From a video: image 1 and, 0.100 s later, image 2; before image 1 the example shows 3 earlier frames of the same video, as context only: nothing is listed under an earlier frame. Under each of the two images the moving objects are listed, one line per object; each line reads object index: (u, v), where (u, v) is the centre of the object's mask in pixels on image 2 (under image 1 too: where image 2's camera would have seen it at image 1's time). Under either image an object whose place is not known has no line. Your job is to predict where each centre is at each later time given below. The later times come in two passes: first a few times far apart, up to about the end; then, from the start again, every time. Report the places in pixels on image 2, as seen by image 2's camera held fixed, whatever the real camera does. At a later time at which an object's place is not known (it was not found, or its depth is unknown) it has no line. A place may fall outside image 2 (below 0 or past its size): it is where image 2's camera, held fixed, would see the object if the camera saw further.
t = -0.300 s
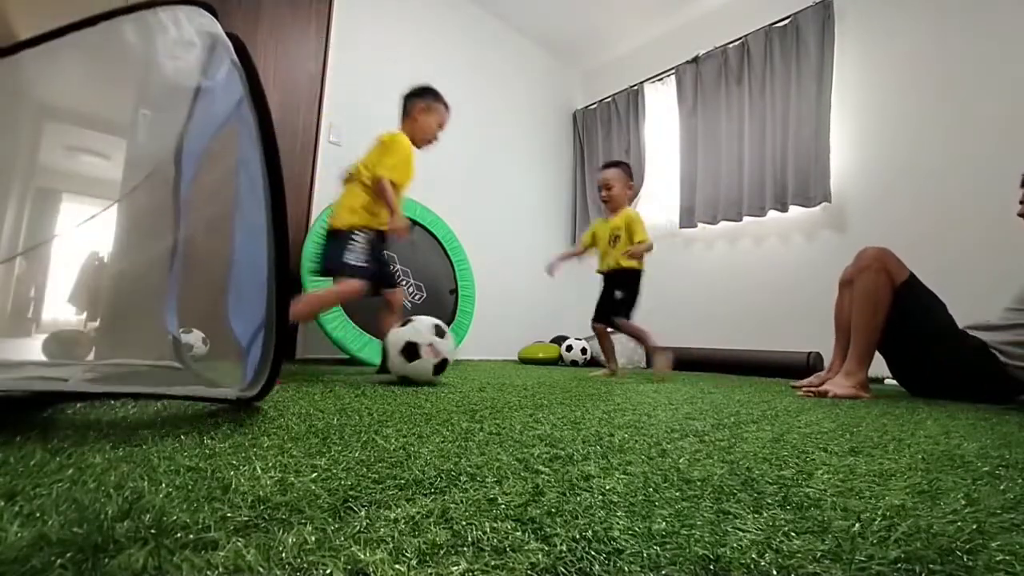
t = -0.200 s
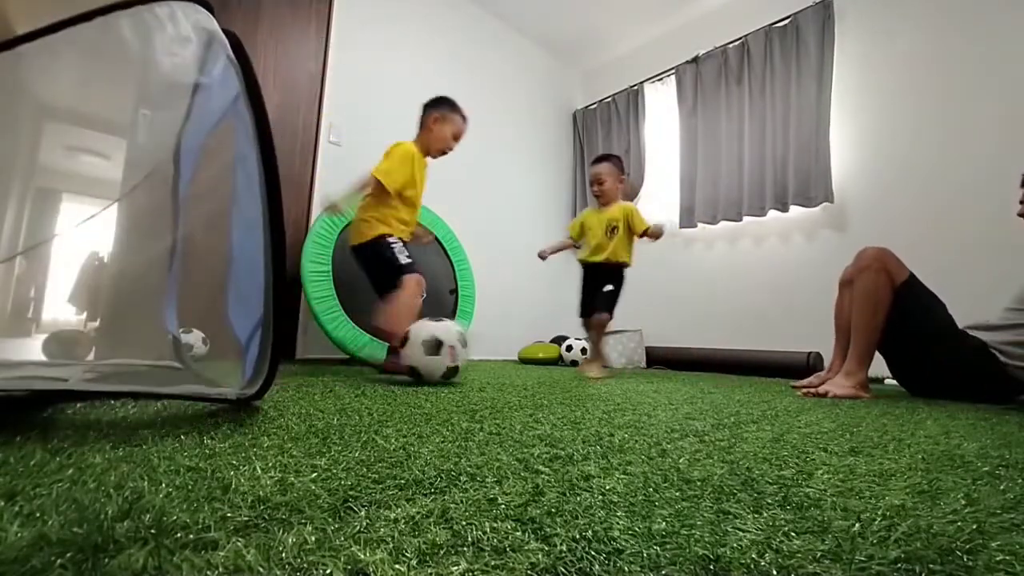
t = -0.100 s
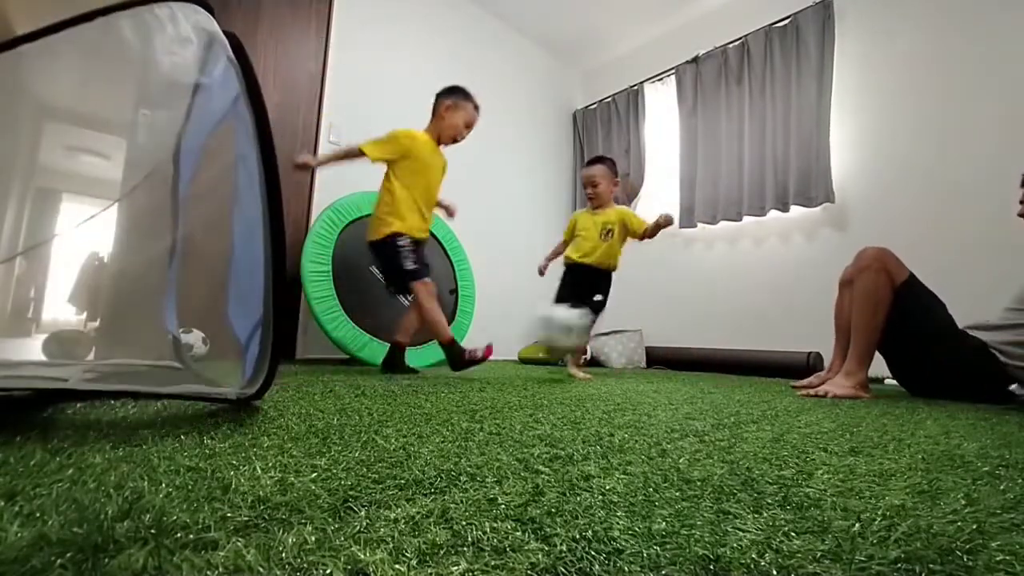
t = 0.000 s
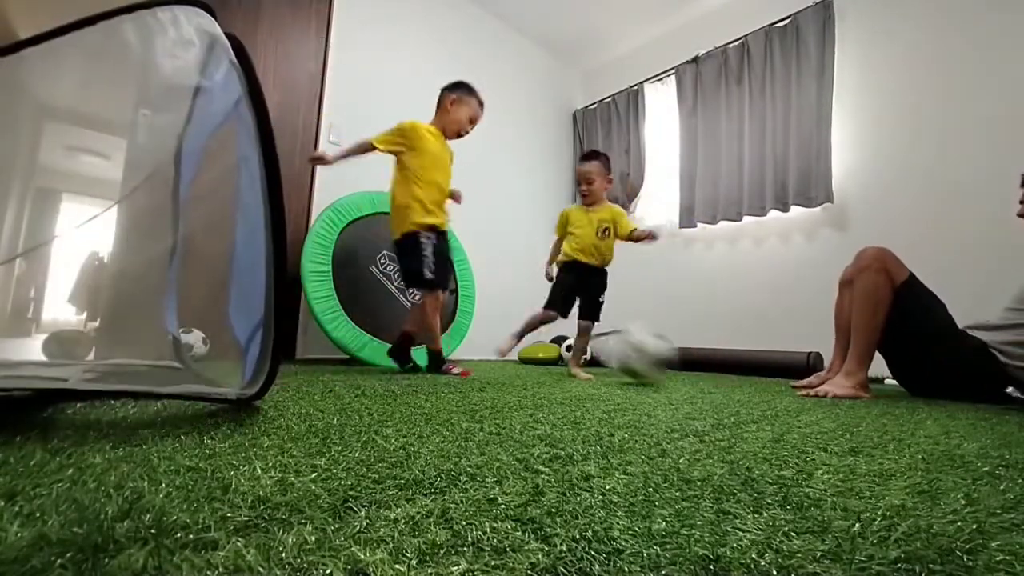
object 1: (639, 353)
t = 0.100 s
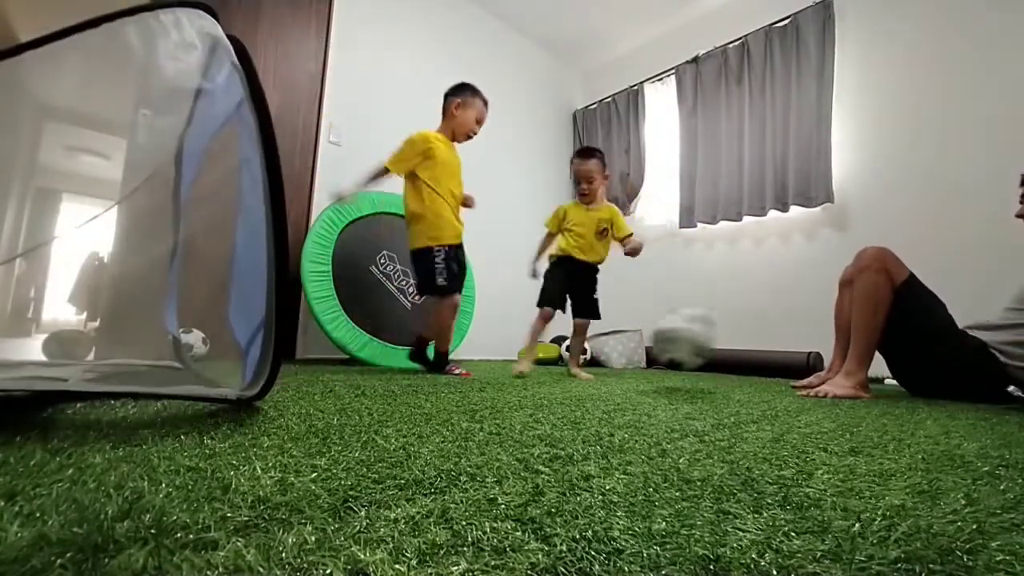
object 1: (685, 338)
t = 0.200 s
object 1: (718, 332)
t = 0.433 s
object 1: (860, 358)
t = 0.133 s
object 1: (695, 333)
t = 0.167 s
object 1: (706, 330)
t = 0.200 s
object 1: (718, 332)
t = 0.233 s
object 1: (733, 337)
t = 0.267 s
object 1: (749, 344)
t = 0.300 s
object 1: (764, 359)
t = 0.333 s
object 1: (781, 369)
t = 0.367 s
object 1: (807, 362)
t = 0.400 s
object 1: (832, 359)
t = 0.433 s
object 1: (860, 358)
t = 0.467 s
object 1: (890, 364)
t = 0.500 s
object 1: (919, 373)
